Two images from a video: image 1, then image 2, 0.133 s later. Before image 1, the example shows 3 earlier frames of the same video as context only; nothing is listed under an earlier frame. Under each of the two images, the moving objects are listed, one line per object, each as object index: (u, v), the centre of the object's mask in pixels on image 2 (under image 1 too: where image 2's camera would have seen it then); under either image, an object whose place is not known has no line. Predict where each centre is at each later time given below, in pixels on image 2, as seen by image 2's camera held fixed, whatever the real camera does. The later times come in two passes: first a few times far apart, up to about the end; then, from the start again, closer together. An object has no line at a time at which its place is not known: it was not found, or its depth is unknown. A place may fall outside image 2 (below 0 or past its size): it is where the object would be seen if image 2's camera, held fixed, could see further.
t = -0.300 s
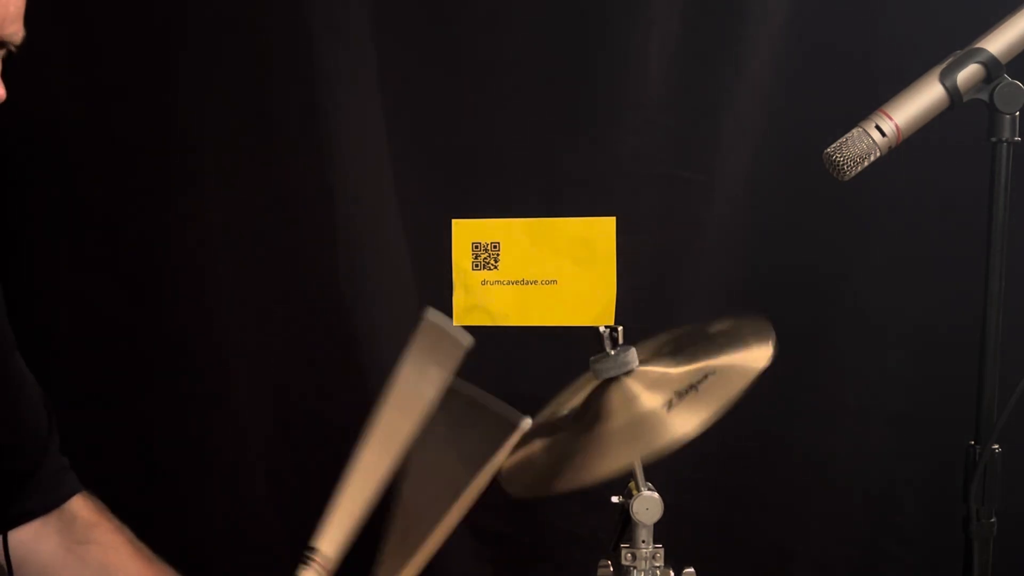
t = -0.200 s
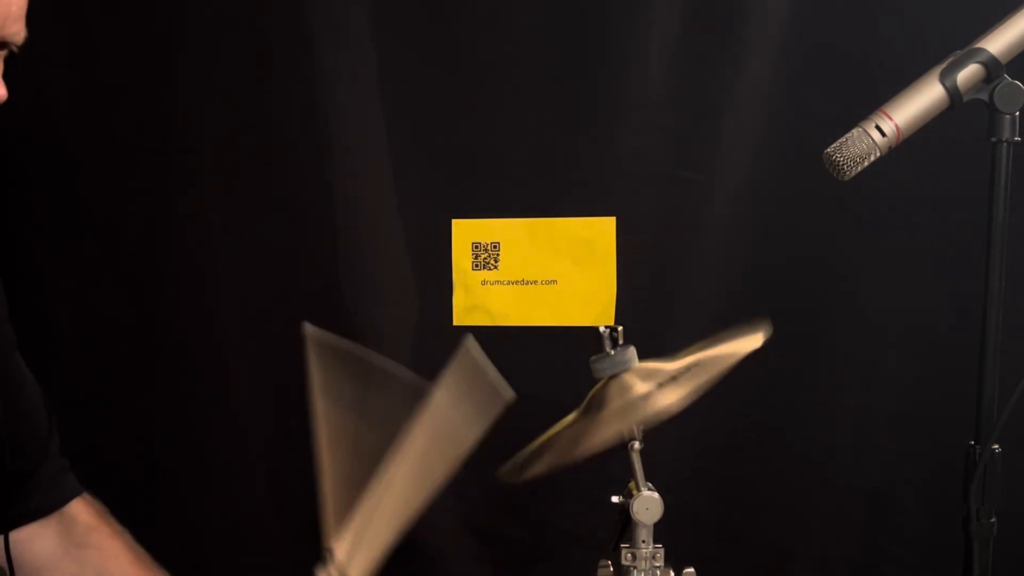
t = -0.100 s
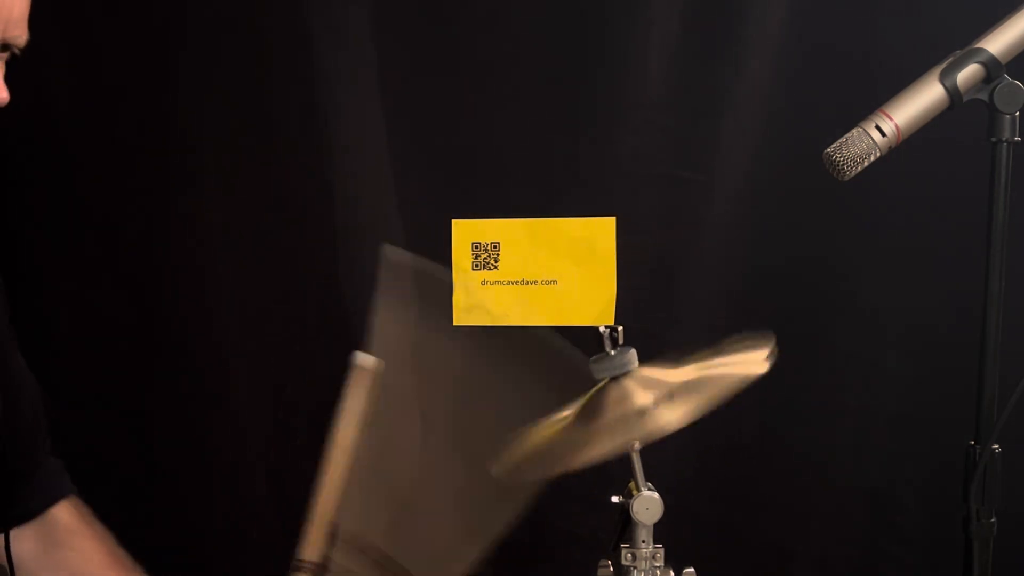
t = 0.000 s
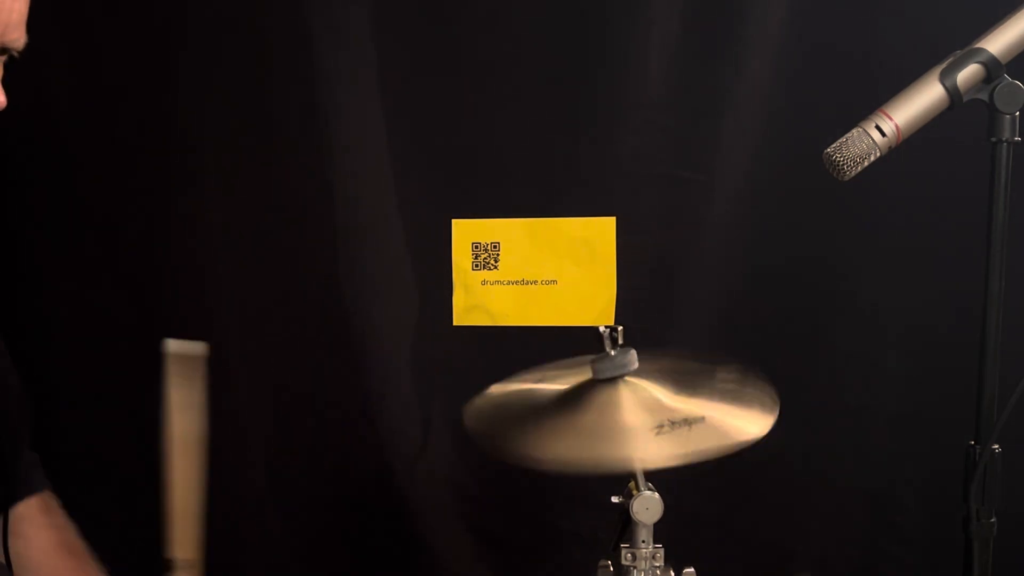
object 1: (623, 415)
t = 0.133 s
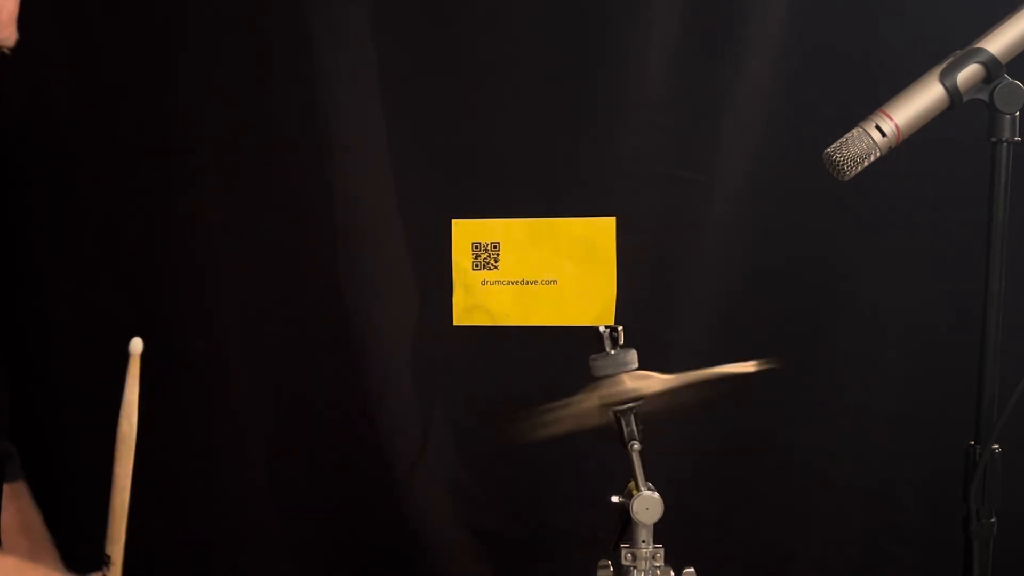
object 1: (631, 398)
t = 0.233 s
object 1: (632, 413)
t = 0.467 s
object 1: (626, 399)
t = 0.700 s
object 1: (624, 414)
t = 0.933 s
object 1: (629, 414)
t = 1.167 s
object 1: (626, 413)
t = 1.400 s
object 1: (627, 413)
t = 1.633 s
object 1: (627, 413)
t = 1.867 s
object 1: (627, 413)
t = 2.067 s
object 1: (627, 413)
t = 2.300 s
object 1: (627, 413)
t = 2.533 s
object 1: (627, 413)
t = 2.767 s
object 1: (627, 413)
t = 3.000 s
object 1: (627, 413)
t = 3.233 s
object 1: (627, 413)
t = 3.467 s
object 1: (627, 413)
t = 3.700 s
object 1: (627, 413)
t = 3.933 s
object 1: (627, 413)
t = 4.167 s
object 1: (627, 413)
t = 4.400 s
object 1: (627, 413)
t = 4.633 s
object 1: (627, 413)
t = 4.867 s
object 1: (627, 413)
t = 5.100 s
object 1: (627, 413)
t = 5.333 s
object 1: (626, 413)
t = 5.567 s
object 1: (627, 413)
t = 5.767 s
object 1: (627, 413)
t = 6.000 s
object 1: (626, 413)
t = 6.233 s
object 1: (627, 413)
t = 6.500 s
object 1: (626, 413)
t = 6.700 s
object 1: (626, 413)
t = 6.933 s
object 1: (627, 413)
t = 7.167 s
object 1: (626, 413)
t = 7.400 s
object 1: (627, 413)
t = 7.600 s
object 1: (627, 413)
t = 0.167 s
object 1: (630, 408)
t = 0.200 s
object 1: (631, 412)
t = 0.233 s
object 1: (632, 413)
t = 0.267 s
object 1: (627, 413)
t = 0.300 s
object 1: (624, 414)
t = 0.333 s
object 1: (620, 414)
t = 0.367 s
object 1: (621, 412)
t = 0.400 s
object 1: (617, 407)
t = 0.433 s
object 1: (632, 399)
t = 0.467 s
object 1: (626, 399)
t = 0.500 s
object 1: (626, 398)
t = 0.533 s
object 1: (629, 402)
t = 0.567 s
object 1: (629, 411)
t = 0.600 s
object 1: (629, 414)
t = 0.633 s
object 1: (629, 415)
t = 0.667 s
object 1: (626, 415)
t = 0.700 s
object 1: (624, 414)
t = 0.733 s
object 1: (624, 412)
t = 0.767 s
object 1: (624, 408)
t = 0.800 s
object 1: (624, 406)
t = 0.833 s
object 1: (624, 407)
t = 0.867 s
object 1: (626, 411)
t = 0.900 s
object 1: (627, 413)
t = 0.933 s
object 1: (629, 414)
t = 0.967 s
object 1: (627, 414)
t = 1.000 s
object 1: (626, 414)
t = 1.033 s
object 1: (625, 413)
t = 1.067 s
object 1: (626, 412)
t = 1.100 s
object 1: (625, 411)
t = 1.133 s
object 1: (626, 412)
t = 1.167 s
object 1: (626, 413)
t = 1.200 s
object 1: (627, 414)
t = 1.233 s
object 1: (627, 414)
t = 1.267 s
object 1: (626, 413)
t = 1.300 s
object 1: (626, 412)
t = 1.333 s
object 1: (626, 412)
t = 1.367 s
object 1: (627, 413)
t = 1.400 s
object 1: (627, 413)
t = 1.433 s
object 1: (627, 413)
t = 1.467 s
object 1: (627, 413)
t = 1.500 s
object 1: (627, 413)
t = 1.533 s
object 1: (627, 413)
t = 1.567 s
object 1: (627, 413)
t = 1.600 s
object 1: (627, 413)
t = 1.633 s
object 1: (627, 413)
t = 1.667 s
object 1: (626, 413)
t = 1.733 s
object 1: (627, 413)
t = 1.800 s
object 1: (627, 413)
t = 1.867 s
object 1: (627, 413)
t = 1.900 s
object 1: (627, 413)
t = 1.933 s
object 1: (627, 413)
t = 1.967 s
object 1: (627, 413)
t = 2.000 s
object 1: (627, 413)
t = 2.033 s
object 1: (627, 413)
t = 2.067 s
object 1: (627, 413)
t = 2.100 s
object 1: (627, 413)
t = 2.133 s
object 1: (627, 413)
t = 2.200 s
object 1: (627, 413)
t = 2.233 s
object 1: (627, 413)
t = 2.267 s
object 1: (627, 413)
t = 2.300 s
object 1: (627, 413)
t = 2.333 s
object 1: (627, 413)
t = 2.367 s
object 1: (627, 413)
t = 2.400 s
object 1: (627, 413)
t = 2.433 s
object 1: (627, 413)
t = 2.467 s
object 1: (627, 413)
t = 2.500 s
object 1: (627, 413)
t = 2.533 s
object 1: (627, 413)
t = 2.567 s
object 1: (627, 413)
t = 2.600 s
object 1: (627, 413)
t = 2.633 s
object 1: (627, 413)
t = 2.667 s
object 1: (627, 413)
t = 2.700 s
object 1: (627, 413)
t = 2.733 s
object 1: (627, 413)
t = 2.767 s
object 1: (627, 413)
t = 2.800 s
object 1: (627, 413)
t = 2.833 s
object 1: (627, 413)
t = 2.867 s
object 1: (627, 413)
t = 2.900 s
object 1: (627, 413)
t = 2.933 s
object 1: (627, 413)
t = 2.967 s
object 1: (627, 413)
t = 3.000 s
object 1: (627, 413)
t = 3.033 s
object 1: (627, 413)
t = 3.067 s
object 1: (627, 413)
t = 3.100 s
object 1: (627, 413)
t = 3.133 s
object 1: (627, 413)
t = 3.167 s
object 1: (627, 413)
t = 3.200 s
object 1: (627, 413)
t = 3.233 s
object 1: (627, 413)
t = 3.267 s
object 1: (627, 413)
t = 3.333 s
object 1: (627, 413)
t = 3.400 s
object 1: (627, 413)
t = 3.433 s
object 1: (627, 413)
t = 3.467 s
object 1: (627, 413)
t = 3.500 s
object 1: (627, 413)
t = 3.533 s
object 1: (627, 413)
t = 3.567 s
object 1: (627, 413)
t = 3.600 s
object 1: (627, 413)
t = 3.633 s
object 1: (627, 413)
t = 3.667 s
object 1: (627, 413)
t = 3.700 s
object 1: (627, 413)
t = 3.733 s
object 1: (627, 413)
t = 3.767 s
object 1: (627, 413)
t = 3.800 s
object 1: (627, 413)
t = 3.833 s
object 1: (627, 413)
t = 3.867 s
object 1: (627, 413)
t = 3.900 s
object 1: (627, 413)
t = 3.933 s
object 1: (627, 413)
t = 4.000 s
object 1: (627, 413)
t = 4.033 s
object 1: (627, 413)
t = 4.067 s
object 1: (627, 413)
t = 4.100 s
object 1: (627, 413)
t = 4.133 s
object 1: (627, 413)
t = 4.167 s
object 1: (627, 413)
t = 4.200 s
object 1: (627, 413)
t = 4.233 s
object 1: (627, 413)
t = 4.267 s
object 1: (627, 413)
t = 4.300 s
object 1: (627, 413)
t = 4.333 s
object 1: (627, 413)
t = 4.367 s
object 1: (627, 413)
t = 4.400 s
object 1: (627, 413)
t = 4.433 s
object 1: (626, 413)
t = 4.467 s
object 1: (627, 413)
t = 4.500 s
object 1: (627, 413)
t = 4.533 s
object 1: (626, 413)
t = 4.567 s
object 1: (627, 413)
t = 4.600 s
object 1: (627, 413)
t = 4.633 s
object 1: (627, 413)
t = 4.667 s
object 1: (627, 413)
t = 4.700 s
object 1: (627, 413)
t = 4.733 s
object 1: (627, 413)
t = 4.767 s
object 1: (627, 413)
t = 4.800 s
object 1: (627, 413)
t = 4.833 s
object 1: (627, 413)
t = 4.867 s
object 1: (627, 413)
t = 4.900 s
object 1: (627, 413)
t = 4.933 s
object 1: (627, 413)
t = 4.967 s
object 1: (626, 413)
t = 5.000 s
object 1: (627, 413)
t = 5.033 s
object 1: (627, 413)
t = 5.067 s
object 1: (627, 413)
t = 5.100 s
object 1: (627, 413)
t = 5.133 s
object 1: (626, 413)
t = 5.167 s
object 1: (626, 413)
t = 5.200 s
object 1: (627, 413)
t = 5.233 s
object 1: (627, 413)
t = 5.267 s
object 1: (627, 413)
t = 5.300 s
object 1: (627, 413)
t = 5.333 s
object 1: (626, 413)
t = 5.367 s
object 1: (626, 413)
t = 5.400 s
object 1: (627, 413)
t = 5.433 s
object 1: (627, 413)
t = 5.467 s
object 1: (627, 413)
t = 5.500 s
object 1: (626, 413)
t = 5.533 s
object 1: (626, 413)
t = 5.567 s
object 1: (627, 413)
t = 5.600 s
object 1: (627, 413)
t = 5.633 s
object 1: (626, 413)
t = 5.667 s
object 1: (627, 413)
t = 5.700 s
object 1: (626, 413)
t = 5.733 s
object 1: (627, 413)
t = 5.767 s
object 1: (627, 413)
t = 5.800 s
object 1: (627, 413)
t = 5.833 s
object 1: (626, 413)
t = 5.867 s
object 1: (626, 413)
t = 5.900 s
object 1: (627, 413)
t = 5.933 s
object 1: (627, 413)
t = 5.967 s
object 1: (627, 413)
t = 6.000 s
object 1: (626, 413)
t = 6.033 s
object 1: (627, 413)
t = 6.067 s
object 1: (627, 413)
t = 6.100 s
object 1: (627, 413)
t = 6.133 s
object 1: (626, 413)
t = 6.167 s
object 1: (626, 413)
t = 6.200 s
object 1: (627, 413)
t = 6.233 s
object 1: (627, 413)
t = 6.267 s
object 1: (627, 413)
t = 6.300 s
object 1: (626, 413)
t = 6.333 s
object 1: (626, 413)
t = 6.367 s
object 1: (627, 413)
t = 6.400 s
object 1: (627, 413)
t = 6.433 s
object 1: (627, 413)
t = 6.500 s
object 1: (626, 413)
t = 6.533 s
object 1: (627, 413)
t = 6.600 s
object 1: (626, 413)
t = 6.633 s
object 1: (627, 413)
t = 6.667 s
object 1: (627, 413)
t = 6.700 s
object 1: (626, 413)
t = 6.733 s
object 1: (626, 413)
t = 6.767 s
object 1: (627, 413)
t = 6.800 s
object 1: (627, 413)
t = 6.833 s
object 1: (626, 413)
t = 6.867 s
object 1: (627, 413)
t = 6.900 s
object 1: (626, 413)
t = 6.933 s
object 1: (627, 413)
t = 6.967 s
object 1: (627, 413)
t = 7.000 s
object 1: (626, 413)
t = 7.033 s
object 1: (626, 413)
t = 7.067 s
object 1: (627, 413)
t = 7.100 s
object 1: (627, 413)
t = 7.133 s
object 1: (627, 413)
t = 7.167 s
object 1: (626, 413)
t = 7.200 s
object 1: (627, 413)
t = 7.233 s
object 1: (627, 413)
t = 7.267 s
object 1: (627, 413)
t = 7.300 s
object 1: (626, 413)
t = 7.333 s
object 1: (627, 413)
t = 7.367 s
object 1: (627, 413)
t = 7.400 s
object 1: (627, 413)
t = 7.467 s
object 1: (627, 413)
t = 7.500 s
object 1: (626, 413)
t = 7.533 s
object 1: (627, 413)
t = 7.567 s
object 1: (627, 413)
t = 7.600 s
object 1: (627, 413)
